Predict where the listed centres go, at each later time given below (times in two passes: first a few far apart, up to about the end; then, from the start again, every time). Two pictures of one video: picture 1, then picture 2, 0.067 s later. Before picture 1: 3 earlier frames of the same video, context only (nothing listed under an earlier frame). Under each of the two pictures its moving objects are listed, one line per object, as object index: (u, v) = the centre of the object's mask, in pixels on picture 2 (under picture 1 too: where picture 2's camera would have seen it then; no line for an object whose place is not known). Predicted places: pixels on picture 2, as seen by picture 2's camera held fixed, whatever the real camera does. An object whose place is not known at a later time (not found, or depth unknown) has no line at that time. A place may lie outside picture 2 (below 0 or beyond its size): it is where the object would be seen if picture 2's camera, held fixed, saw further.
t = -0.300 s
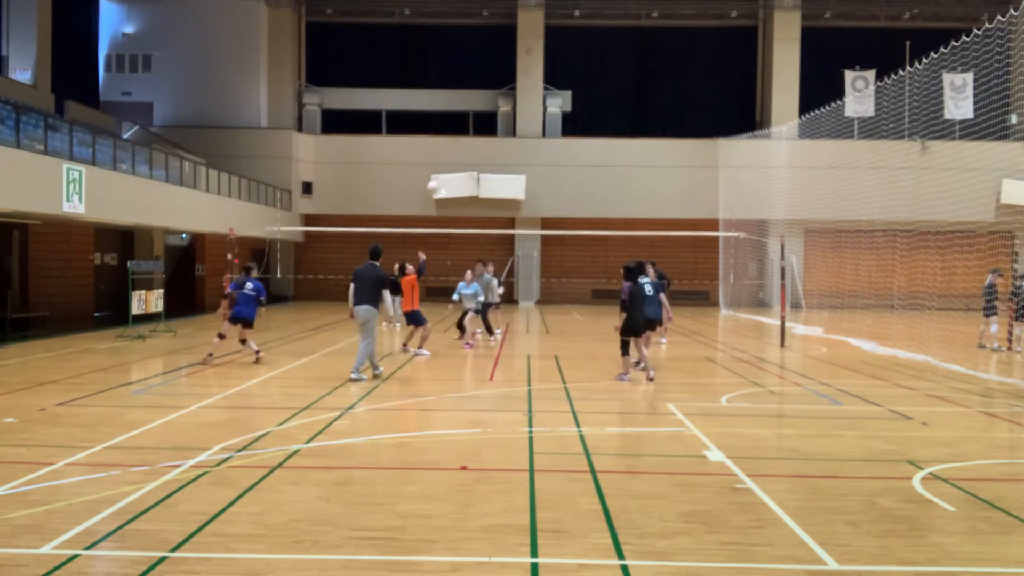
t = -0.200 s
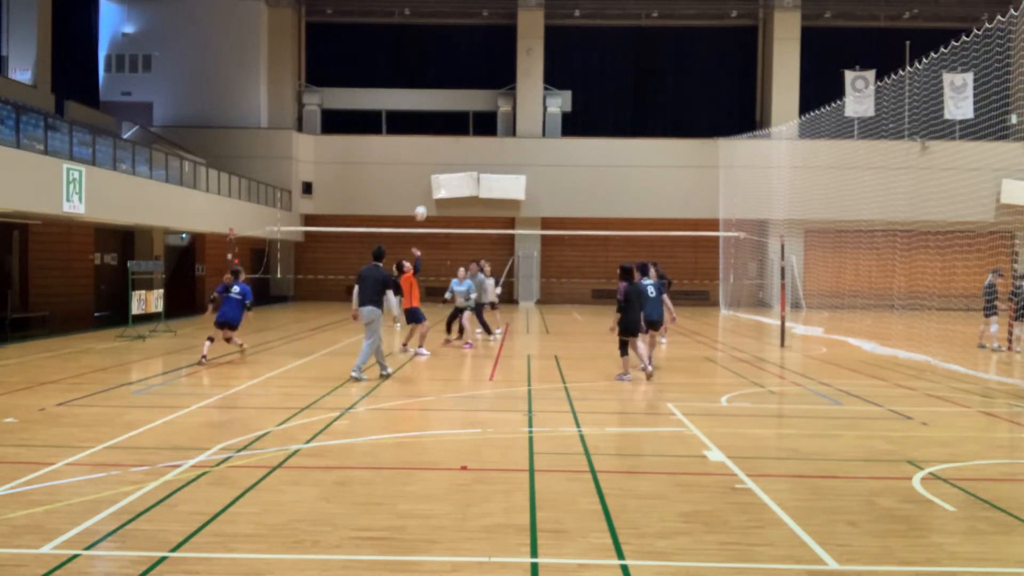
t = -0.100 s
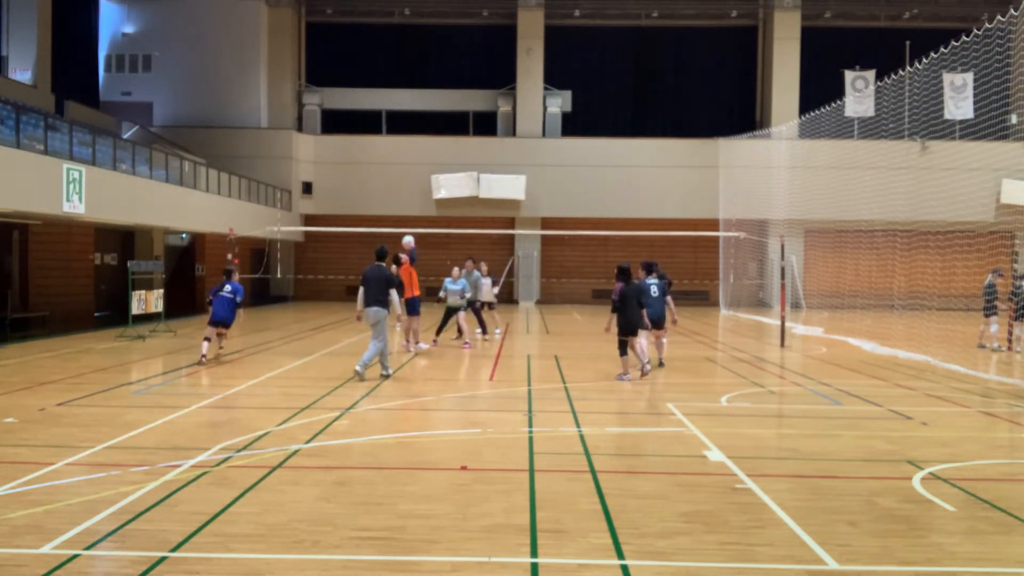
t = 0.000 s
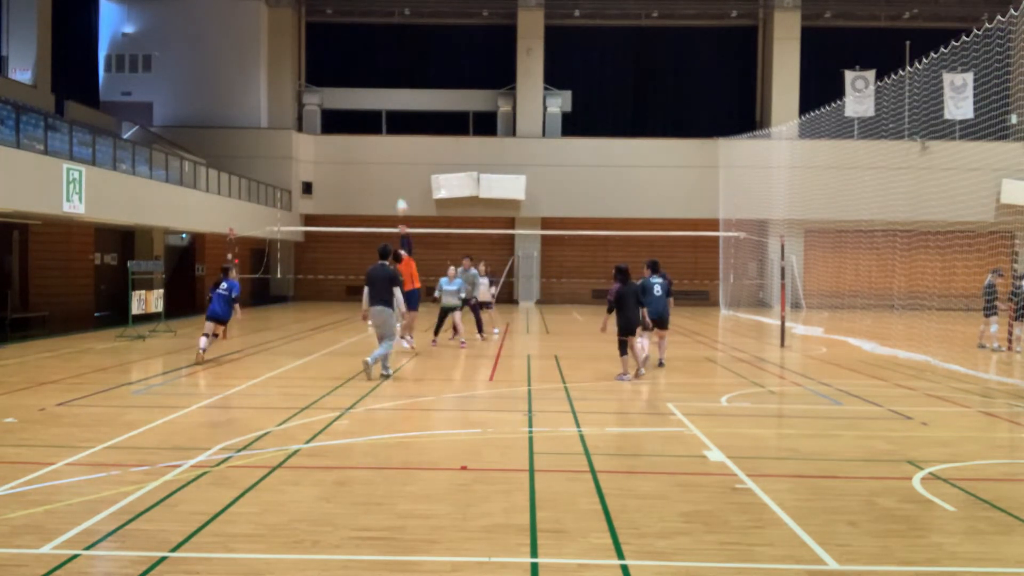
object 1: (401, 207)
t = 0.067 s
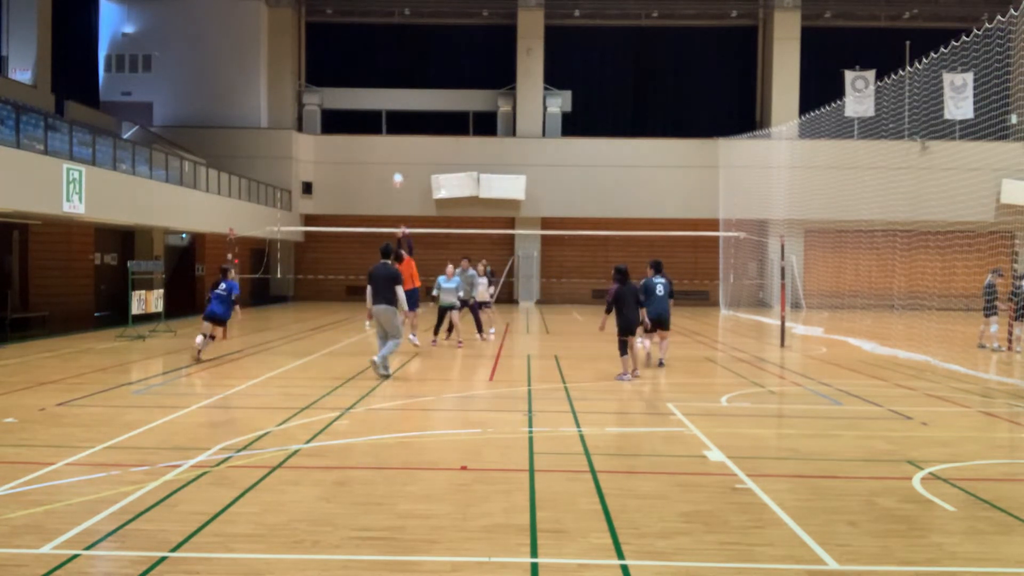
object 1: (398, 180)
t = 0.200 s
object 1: (390, 136)
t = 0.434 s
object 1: (377, 87)
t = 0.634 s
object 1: (367, 71)
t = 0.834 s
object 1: (357, 76)
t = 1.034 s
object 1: (348, 102)
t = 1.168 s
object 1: (342, 129)
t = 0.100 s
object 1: (396, 168)
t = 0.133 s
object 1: (394, 157)
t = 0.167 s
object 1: (392, 146)
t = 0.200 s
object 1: (390, 136)
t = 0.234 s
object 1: (388, 128)
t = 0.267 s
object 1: (386, 120)
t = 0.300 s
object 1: (385, 112)
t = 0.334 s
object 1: (383, 105)
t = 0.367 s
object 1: (381, 98)
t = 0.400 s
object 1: (379, 92)
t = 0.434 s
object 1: (377, 87)
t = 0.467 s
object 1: (376, 83)
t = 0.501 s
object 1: (374, 80)
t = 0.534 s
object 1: (372, 77)
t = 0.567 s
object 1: (371, 75)
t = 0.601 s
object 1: (369, 73)
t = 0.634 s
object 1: (367, 71)
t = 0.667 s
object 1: (365, 71)
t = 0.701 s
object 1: (364, 71)
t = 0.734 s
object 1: (362, 71)
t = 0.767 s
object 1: (360, 72)
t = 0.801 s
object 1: (359, 74)
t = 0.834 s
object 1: (357, 76)
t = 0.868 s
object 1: (355, 79)
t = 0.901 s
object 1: (354, 82)
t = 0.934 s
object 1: (353, 86)
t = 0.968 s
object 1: (351, 91)
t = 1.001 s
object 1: (349, 96)
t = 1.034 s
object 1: (348, 102)
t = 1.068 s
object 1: (346, 108)
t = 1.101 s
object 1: (344, 115)
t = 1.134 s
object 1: (343, 122)
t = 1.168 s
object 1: (342, 129)
